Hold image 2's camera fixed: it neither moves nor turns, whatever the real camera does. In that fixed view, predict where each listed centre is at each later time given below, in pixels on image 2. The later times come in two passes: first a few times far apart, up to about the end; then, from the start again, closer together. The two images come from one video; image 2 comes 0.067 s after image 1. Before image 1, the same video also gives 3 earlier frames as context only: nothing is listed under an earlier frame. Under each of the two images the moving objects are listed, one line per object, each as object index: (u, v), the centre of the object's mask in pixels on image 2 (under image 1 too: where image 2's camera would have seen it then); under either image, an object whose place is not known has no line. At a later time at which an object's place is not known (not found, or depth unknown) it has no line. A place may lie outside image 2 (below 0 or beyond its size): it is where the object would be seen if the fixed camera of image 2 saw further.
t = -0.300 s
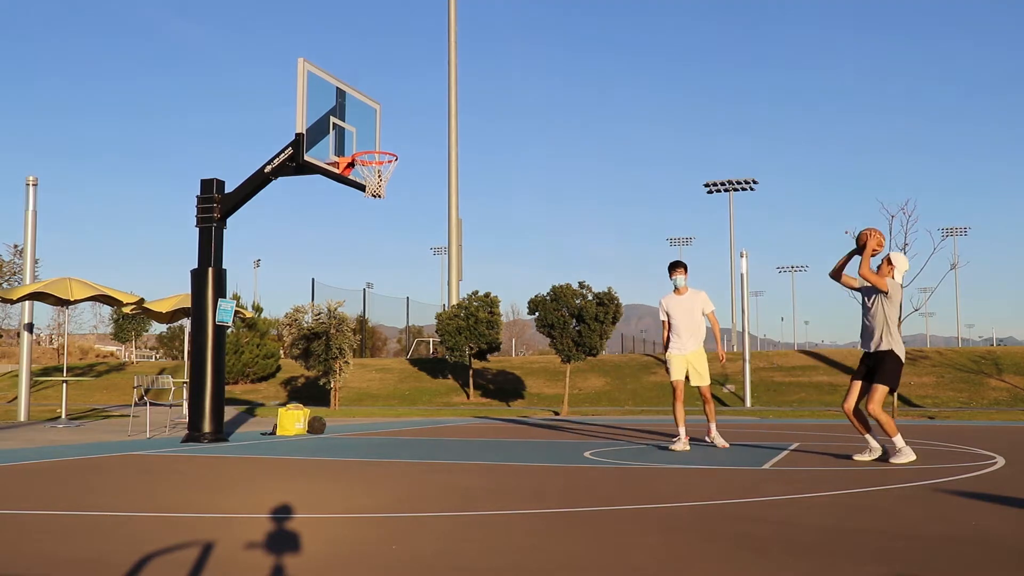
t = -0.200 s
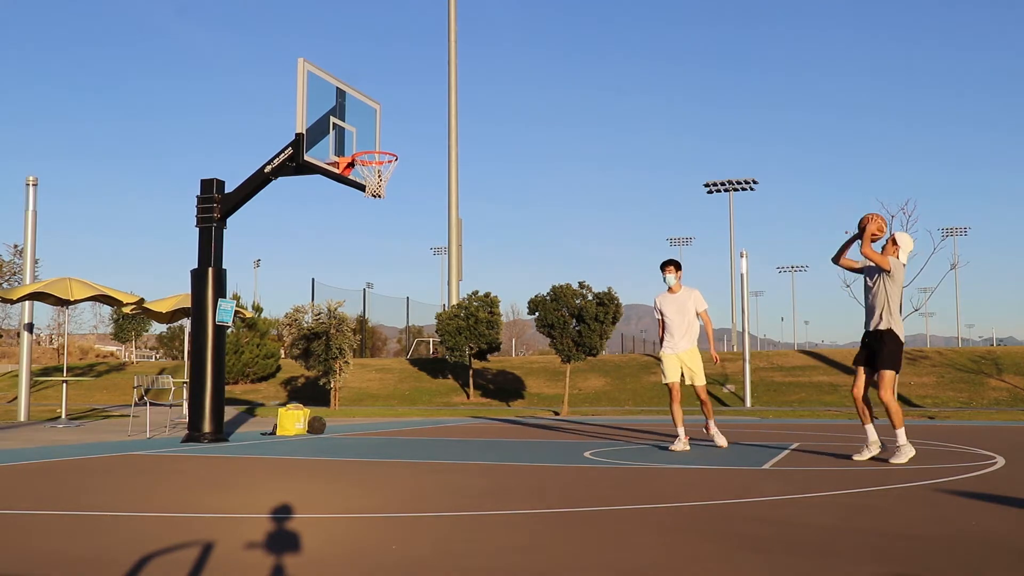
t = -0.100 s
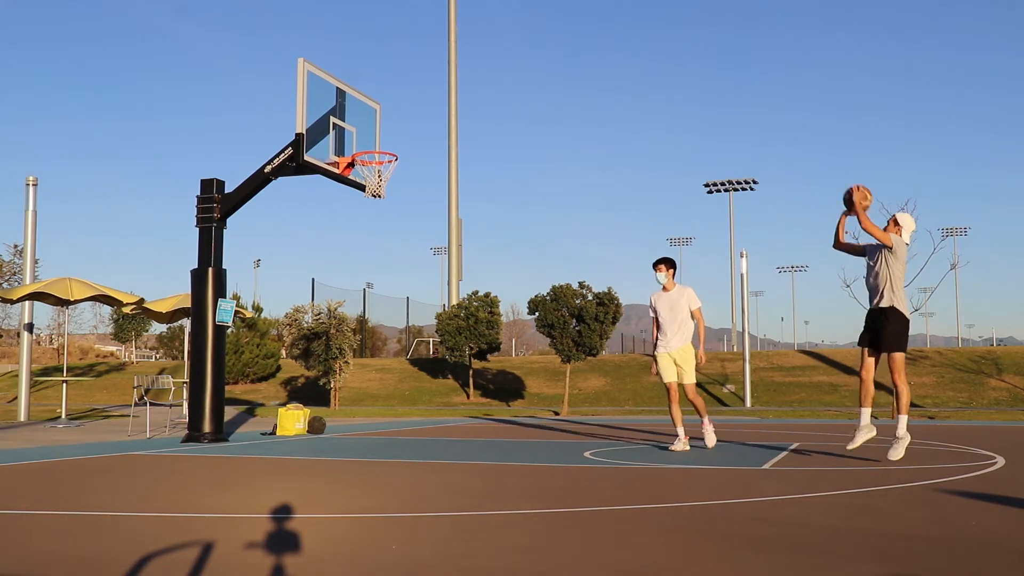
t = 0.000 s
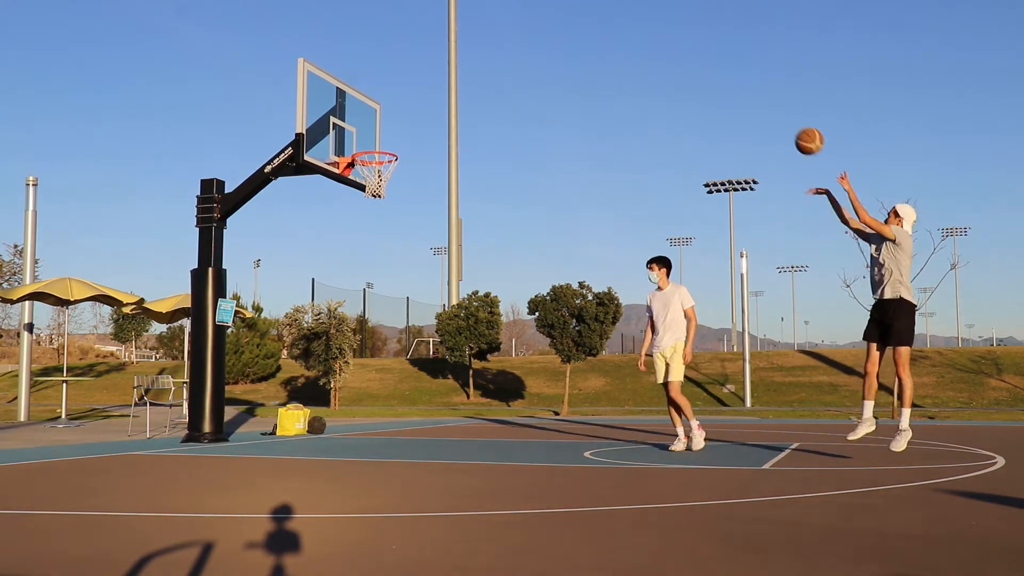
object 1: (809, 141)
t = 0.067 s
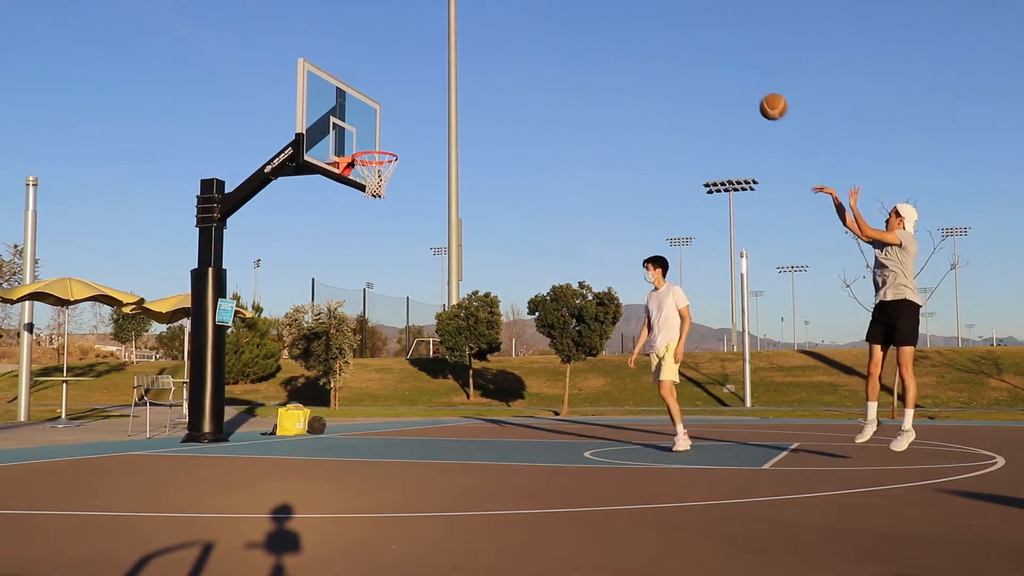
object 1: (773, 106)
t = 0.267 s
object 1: (674, 38)
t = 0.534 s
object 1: (557, 15)
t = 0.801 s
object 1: (456, 61)
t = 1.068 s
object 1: (364, 165)
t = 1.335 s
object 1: (362, 197)
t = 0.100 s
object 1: (756, 91)
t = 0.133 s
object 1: (739, 78)
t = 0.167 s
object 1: (722, 66)
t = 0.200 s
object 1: (705, 56)
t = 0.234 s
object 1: (689, 46)
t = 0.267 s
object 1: (674, 38)
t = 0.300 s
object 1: (658, 31)
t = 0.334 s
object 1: (643, 25)
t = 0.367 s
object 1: (628, 21)
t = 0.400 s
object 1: (613, 17)
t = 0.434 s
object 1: (599, 15)
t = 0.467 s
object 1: (585, 14)
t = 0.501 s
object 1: (571, 14)
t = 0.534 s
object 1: (557, 15)
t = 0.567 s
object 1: (544, 17)
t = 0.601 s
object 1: (531, 21)
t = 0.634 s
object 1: (518, 25)
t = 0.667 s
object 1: (505, 30)
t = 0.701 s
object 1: (492, 36)
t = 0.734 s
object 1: (480, 43)
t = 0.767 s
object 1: (468, 51)
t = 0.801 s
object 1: (456, 61)
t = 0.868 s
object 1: (432, 81)
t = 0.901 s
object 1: (420, 93)
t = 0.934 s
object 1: (409, 106)
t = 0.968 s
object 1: (397, 120)
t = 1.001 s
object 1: (386, 134)
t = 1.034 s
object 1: (375, 146)
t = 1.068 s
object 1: (364, 165)
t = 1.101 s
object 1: (357, 176)
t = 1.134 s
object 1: (354, 179)
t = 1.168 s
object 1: (355, 179)
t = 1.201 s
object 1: (356, 181)
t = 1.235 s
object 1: (358, 183)
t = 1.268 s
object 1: (359, 187)
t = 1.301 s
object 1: (361, 191)
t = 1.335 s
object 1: (362, 197)
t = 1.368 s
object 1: (364, 203)
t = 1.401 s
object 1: (365, 210)
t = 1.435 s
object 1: (367, 219)
